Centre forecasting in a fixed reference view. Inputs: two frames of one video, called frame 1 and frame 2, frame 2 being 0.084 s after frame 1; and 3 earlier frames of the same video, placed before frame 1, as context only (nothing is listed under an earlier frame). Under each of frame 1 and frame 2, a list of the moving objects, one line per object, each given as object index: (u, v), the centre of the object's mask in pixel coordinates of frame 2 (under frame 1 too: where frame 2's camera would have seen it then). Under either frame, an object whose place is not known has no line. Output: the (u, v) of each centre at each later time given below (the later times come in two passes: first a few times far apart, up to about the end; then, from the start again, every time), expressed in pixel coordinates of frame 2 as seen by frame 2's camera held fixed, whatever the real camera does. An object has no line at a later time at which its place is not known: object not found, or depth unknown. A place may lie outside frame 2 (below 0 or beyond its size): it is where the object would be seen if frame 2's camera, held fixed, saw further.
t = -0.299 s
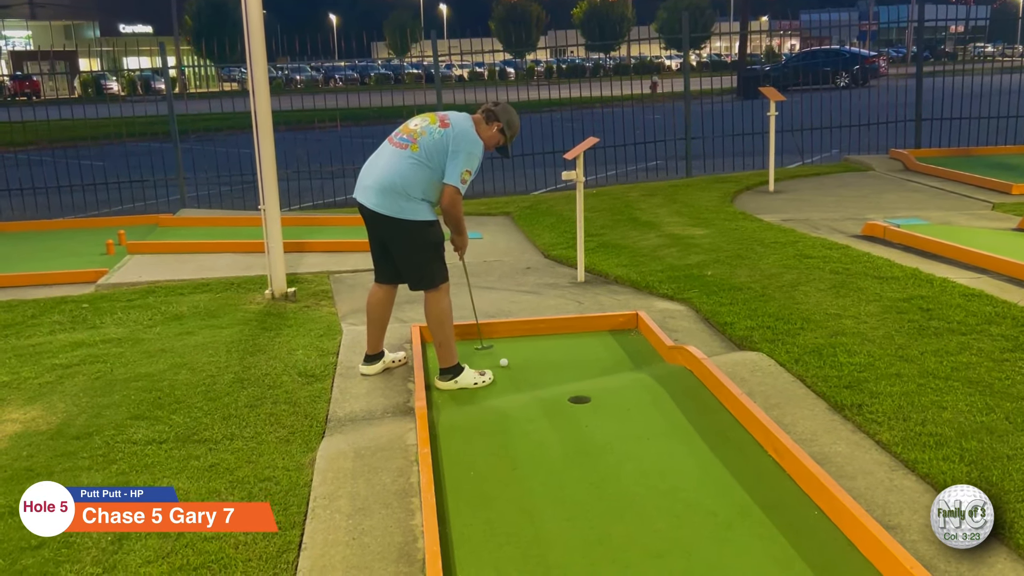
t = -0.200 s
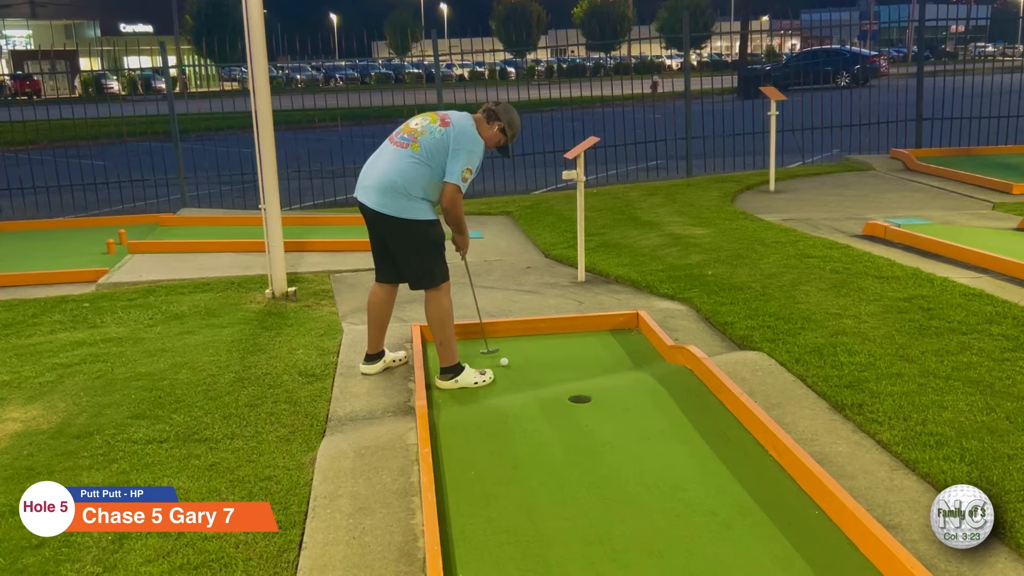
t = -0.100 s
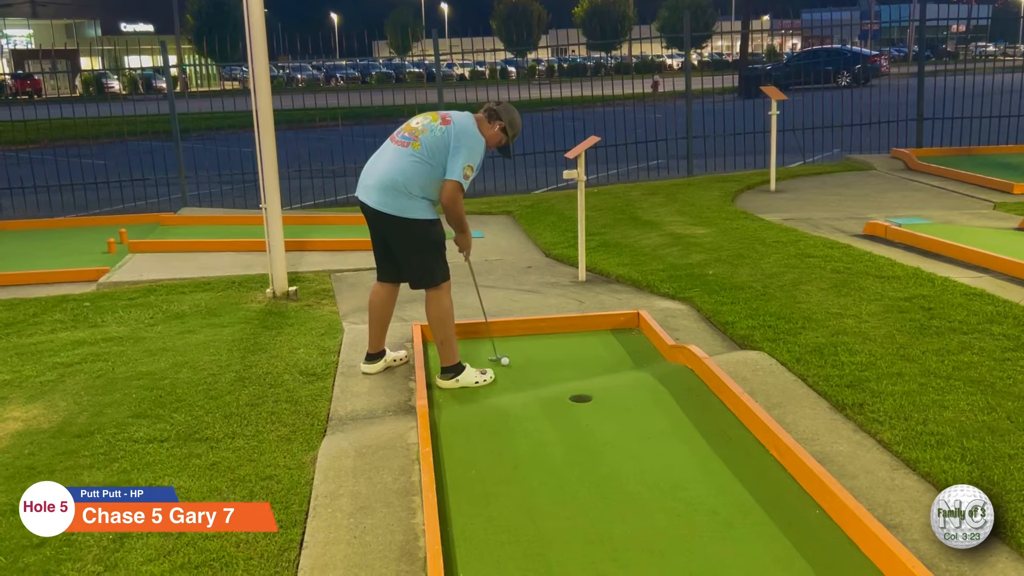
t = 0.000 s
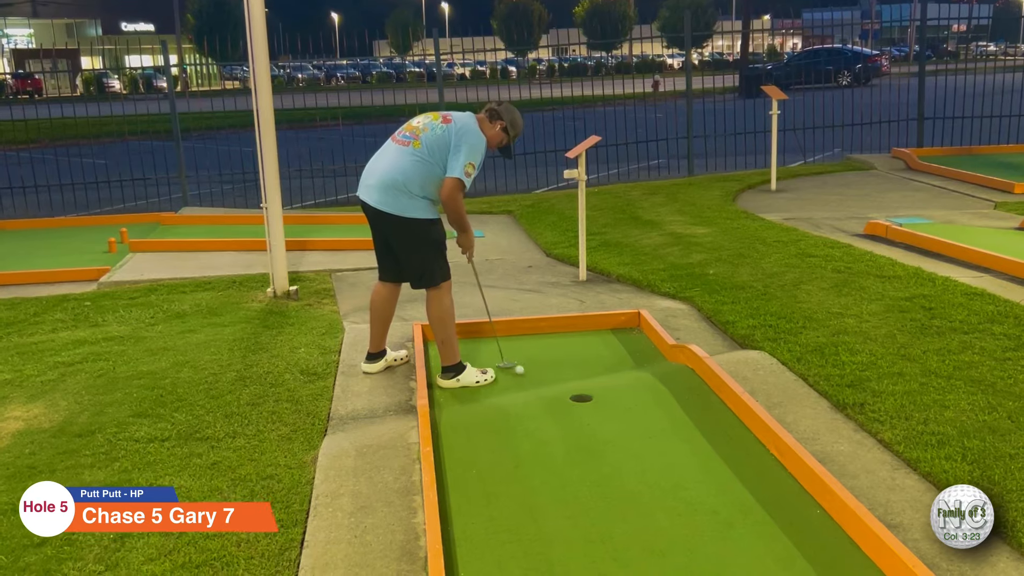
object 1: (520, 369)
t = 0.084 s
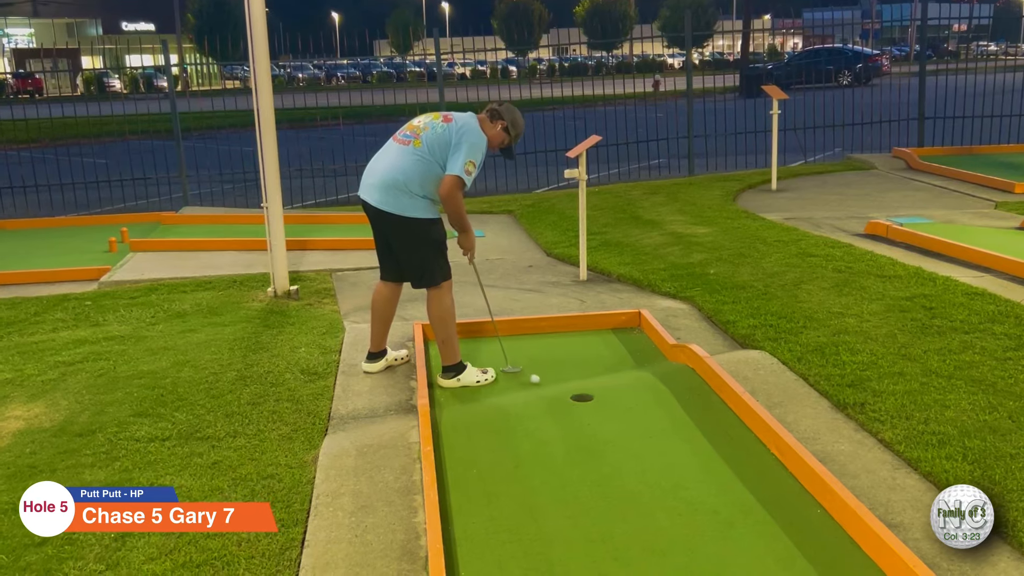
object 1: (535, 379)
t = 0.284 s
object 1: (560, 384)
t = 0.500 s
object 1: (582, 396)
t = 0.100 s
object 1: (538, 381)
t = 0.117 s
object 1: (540, 381)
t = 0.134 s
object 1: (542, 382)
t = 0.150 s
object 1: (545, 383)
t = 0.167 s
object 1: (547, 383)
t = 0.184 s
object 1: (549, 383)
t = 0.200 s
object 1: (551, 383)
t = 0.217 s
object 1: (553, 383)
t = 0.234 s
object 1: (555, 383)
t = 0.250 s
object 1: (557, 384)
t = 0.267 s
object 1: (559, 384)
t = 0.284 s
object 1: (560, 384)
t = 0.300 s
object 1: (562, 384)
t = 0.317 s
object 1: (564, 384)
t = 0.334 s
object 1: (566, 385)
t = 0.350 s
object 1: (567, 385)
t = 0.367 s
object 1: (569, 385)
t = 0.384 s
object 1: (570, 386)
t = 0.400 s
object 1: (572, 386)
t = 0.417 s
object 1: (573, 387)
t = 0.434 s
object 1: (575, 388)
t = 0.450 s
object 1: (577, 388)
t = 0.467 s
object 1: (578, 390)
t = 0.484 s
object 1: (580, 393)
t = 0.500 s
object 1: (582, 396)
